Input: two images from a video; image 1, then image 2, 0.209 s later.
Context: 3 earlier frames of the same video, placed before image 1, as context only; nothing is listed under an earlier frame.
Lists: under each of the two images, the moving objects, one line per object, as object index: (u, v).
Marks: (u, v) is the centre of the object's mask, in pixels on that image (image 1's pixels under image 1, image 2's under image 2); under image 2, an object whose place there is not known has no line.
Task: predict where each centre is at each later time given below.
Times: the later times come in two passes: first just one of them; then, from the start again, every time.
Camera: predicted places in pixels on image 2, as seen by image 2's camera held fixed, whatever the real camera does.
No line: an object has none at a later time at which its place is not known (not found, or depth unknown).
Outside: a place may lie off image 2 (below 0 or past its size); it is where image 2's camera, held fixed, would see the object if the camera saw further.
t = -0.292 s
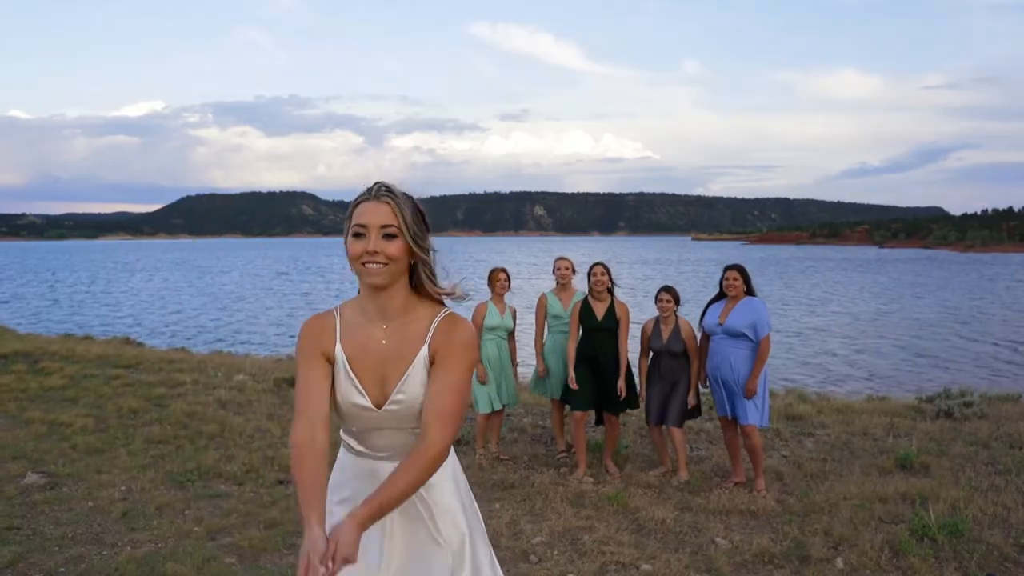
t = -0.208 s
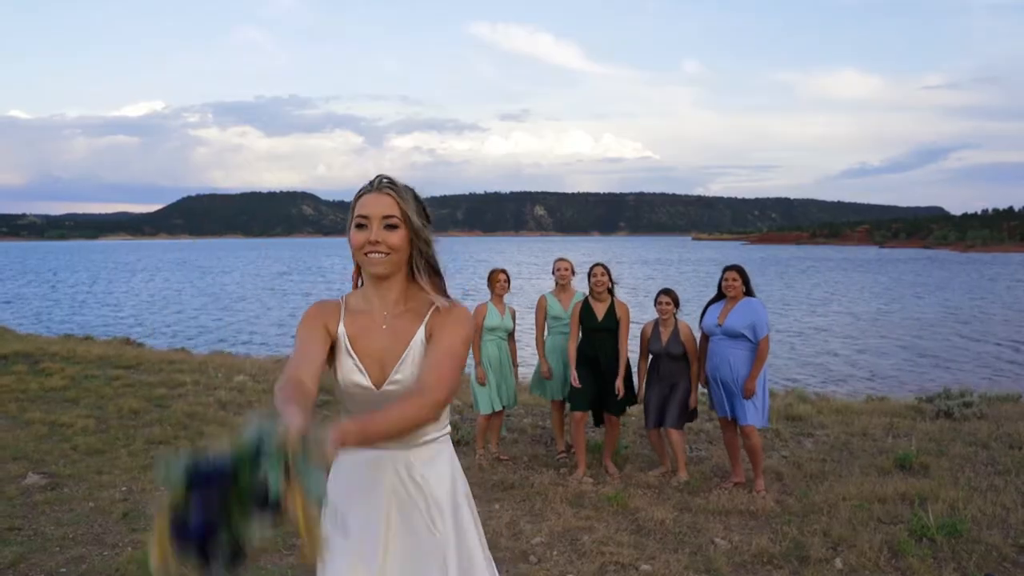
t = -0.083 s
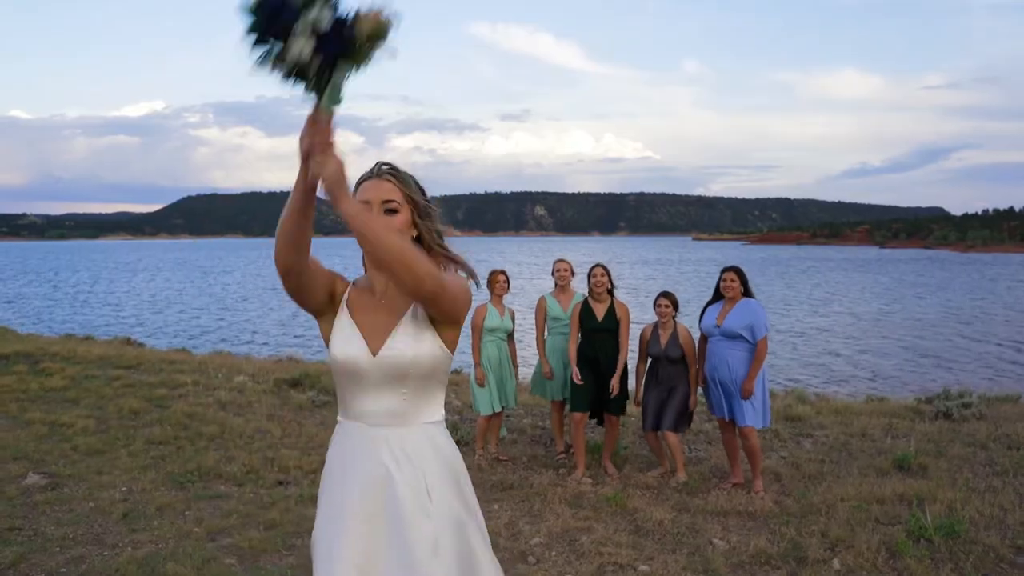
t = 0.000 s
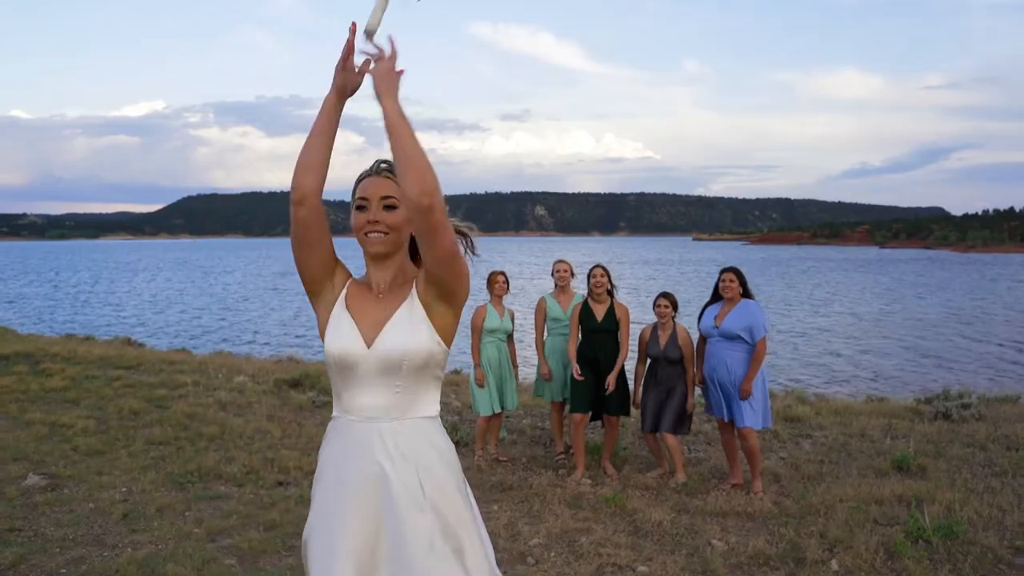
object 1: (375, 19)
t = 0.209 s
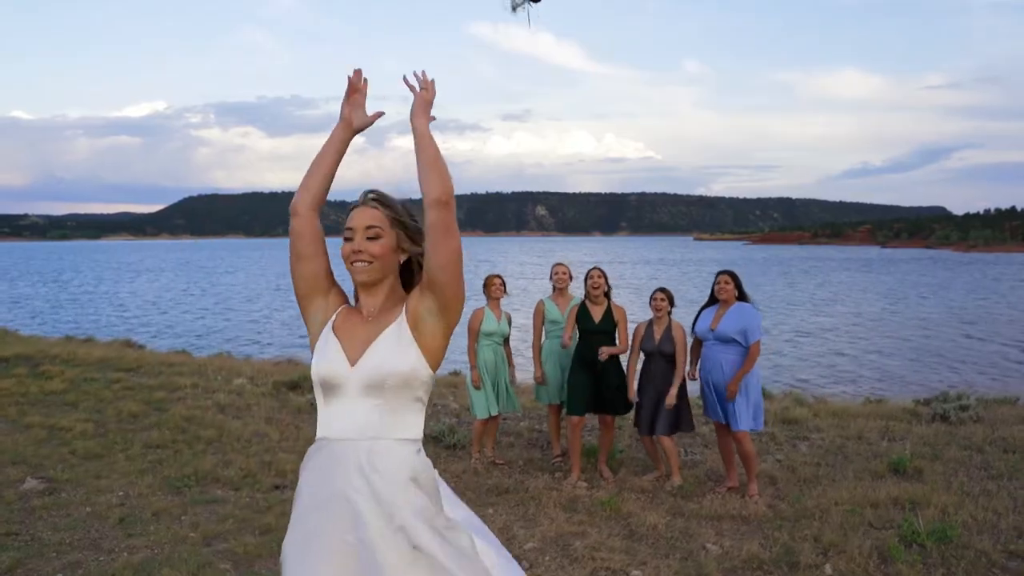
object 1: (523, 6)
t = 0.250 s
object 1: (533, 6)
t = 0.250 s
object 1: (533, 6)
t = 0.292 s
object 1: (551, 6)
